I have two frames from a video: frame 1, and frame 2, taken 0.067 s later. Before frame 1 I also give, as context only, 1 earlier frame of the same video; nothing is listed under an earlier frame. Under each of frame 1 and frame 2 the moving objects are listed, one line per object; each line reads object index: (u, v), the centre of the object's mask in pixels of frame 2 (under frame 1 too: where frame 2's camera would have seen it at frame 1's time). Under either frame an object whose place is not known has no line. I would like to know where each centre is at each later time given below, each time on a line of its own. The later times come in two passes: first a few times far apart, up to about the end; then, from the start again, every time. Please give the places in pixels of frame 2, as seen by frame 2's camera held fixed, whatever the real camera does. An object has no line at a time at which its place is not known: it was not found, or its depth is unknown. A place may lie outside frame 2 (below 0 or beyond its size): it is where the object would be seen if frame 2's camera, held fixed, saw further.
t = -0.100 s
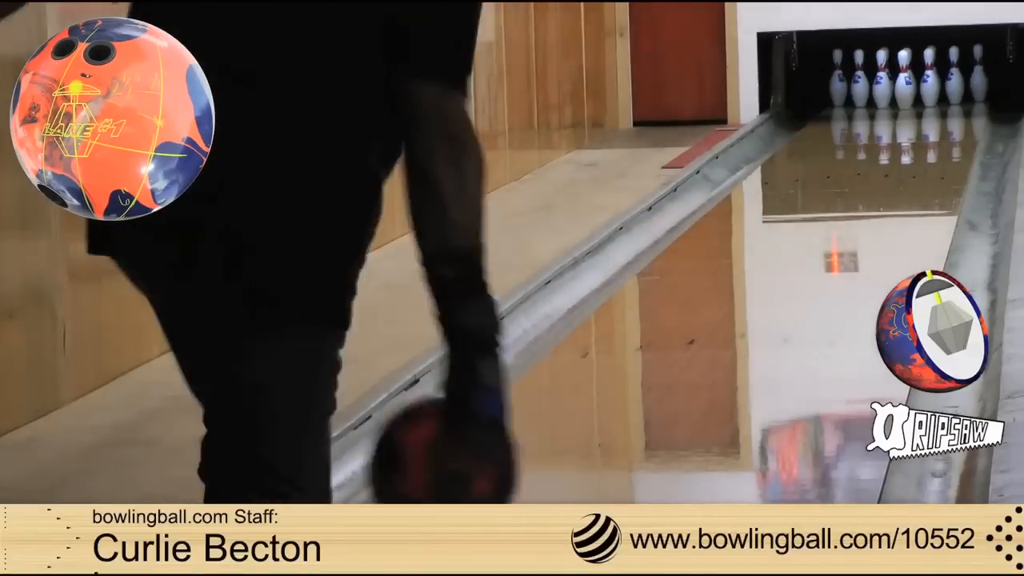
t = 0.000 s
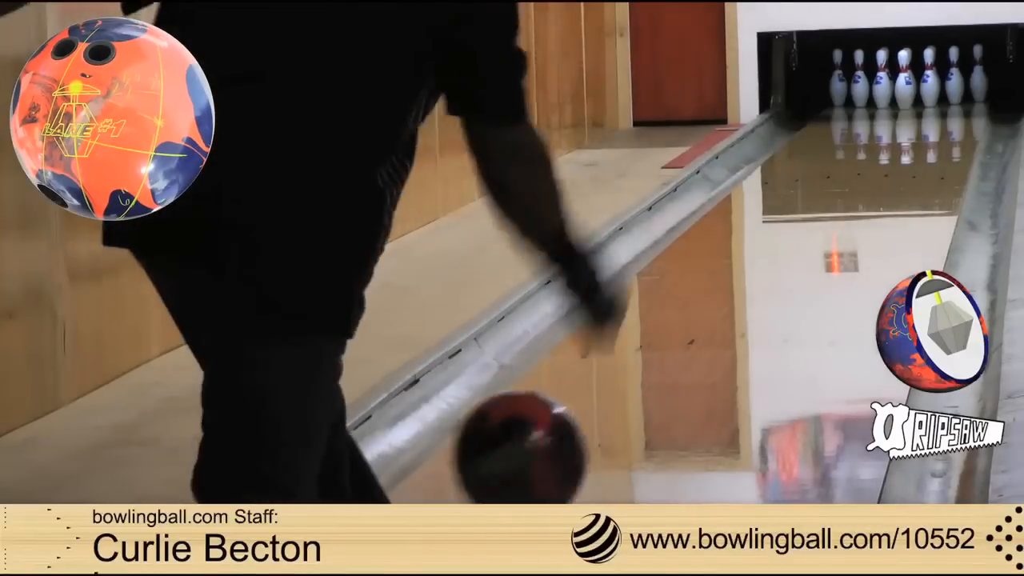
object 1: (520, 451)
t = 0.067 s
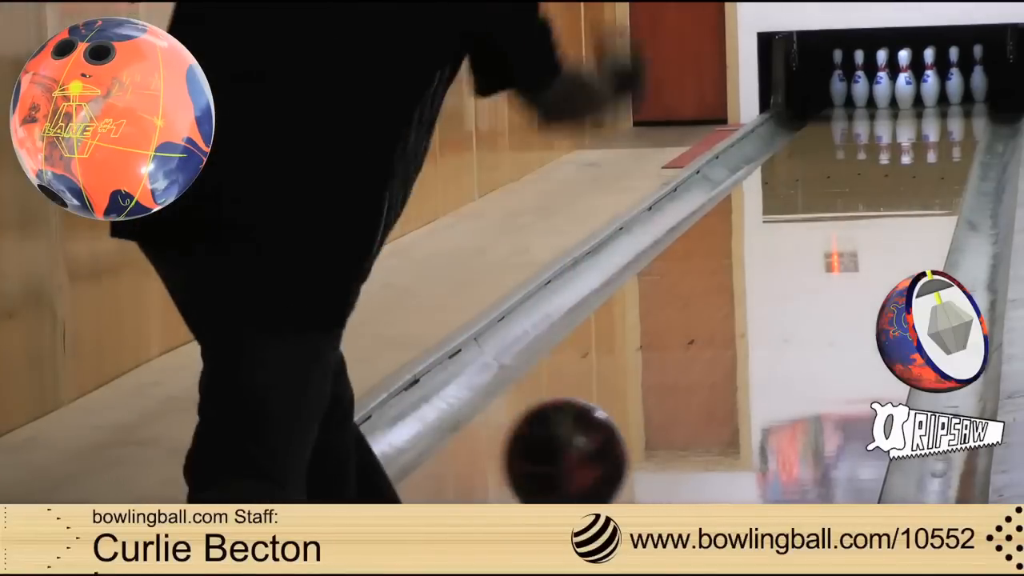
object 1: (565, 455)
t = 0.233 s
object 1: (654, 458)
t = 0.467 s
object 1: (737, 376)
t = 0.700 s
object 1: (795, 308)
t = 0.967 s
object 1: (842, 252)
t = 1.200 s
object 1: (872, 216)
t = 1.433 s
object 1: (894, 187)
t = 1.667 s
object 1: (912, 163)
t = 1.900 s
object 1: (923, 144)
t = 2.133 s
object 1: (930, 128)
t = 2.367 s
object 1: (931, 116)
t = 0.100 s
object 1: (586, 461)
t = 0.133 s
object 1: (605, 470)
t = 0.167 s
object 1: (624, 479)
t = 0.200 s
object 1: (639, 468)
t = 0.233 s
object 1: (654, 458)
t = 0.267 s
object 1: (668, 446)
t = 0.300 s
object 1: (681, 439)
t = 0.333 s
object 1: (694, 425)
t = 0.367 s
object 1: (706, 412)
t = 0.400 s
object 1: (717, 400)
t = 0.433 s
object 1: (728, 388)
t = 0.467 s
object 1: (737, 376)
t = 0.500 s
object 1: (747, 365)
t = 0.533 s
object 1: (756, 354)
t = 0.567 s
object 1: (765, 344)
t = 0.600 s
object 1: (773, 335)
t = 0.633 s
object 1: (781, 325)
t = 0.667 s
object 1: (788, 317)
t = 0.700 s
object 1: (795, 308)
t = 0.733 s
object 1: (802, 300)
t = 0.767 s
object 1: (808, 293)
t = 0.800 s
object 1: (815, 285)
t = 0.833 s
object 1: (820, 278)
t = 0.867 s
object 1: (826, 271)
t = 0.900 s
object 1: (831, 264)
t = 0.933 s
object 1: (837, 258)
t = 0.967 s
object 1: (842, 252)
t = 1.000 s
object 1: (847, 247)
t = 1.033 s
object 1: (851, 241)
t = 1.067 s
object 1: (856, 236)
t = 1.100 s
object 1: (860, 231)
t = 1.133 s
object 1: (864, 226)
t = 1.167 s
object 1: (868, 221)
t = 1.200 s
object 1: (872, 216)
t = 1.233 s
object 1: (876, 212)
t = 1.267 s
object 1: (879, 207)
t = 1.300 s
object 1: (882, 203)
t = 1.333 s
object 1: (886, 198)
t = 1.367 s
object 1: (888, 194)
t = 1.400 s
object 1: (892, 190)
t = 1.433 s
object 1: (894, 187)
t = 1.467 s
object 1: (897, 183)
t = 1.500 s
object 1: (900, 180)
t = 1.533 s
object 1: (902, 177)
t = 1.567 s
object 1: (904, 172)
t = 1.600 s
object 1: (907, 170)
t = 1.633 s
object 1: (909, 166)
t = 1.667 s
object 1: (912, 163)
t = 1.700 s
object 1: (913, 161)
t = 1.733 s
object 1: (914, 158)
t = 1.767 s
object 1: (916, 155)
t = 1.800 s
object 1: (918, 152)
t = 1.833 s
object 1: (920, 149)
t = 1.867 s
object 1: (921, 147)
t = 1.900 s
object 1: (923, 144)
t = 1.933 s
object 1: (924, 142)
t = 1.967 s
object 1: (925, 139)
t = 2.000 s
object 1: (927, 137)
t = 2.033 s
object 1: (928, 134)
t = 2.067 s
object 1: (929, 132)
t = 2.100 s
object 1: (929, 129)
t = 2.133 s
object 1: (930, 128)
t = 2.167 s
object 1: (930, 126)
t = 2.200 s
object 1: (931, 124)
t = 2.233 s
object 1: (931, 122)
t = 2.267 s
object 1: (932, 120)
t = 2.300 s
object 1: (931, 119)
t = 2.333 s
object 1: (931, 117)
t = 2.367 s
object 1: (931, 116)
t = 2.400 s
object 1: (931, 113)
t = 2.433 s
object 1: (930, 112)
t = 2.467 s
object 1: (930, 110)
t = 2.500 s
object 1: (929, 109)
